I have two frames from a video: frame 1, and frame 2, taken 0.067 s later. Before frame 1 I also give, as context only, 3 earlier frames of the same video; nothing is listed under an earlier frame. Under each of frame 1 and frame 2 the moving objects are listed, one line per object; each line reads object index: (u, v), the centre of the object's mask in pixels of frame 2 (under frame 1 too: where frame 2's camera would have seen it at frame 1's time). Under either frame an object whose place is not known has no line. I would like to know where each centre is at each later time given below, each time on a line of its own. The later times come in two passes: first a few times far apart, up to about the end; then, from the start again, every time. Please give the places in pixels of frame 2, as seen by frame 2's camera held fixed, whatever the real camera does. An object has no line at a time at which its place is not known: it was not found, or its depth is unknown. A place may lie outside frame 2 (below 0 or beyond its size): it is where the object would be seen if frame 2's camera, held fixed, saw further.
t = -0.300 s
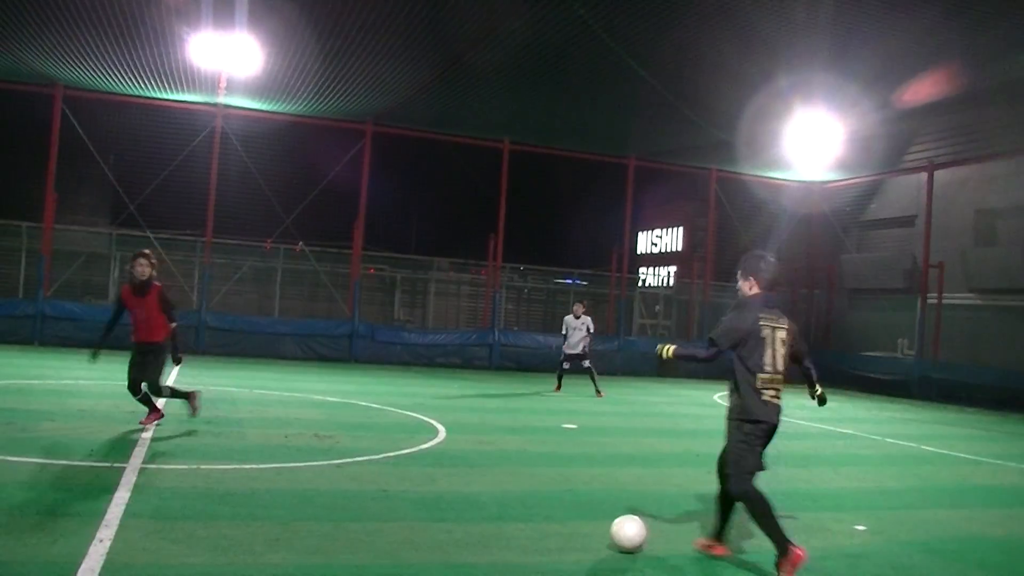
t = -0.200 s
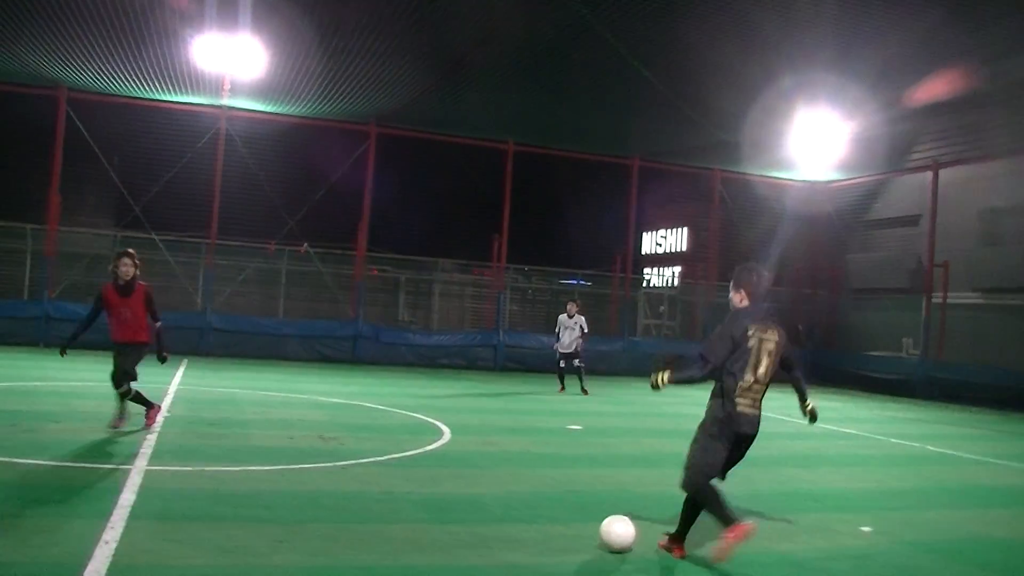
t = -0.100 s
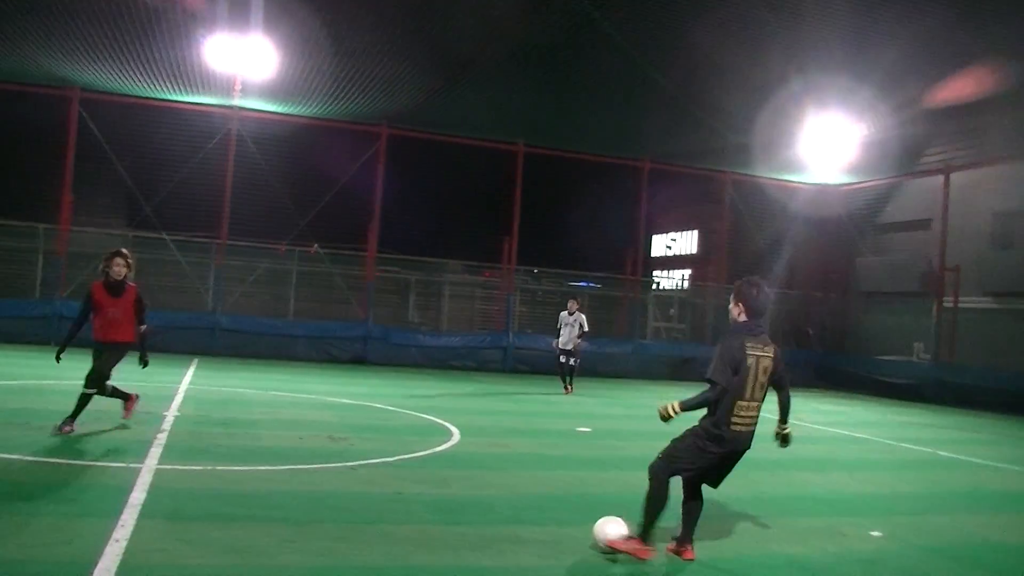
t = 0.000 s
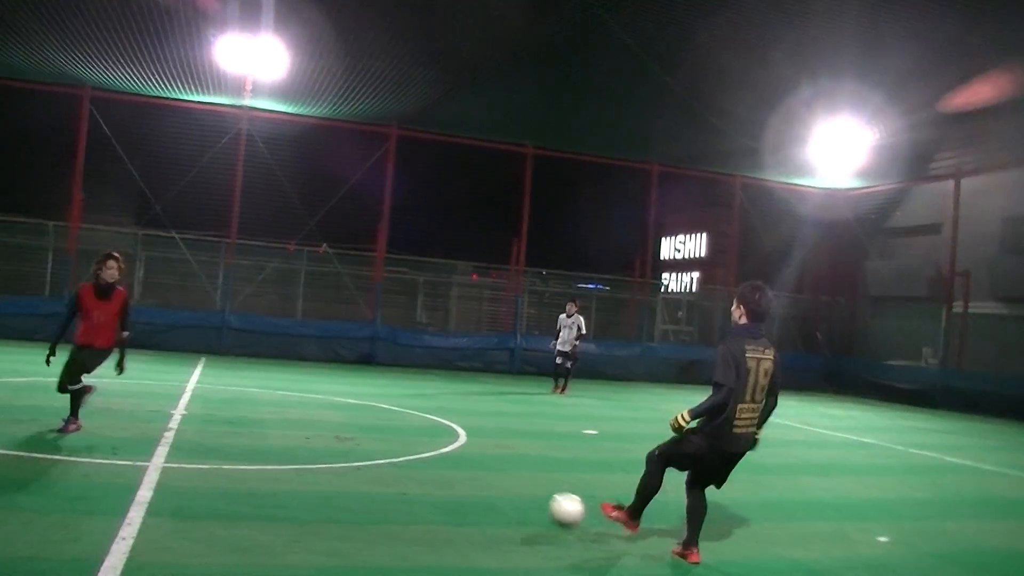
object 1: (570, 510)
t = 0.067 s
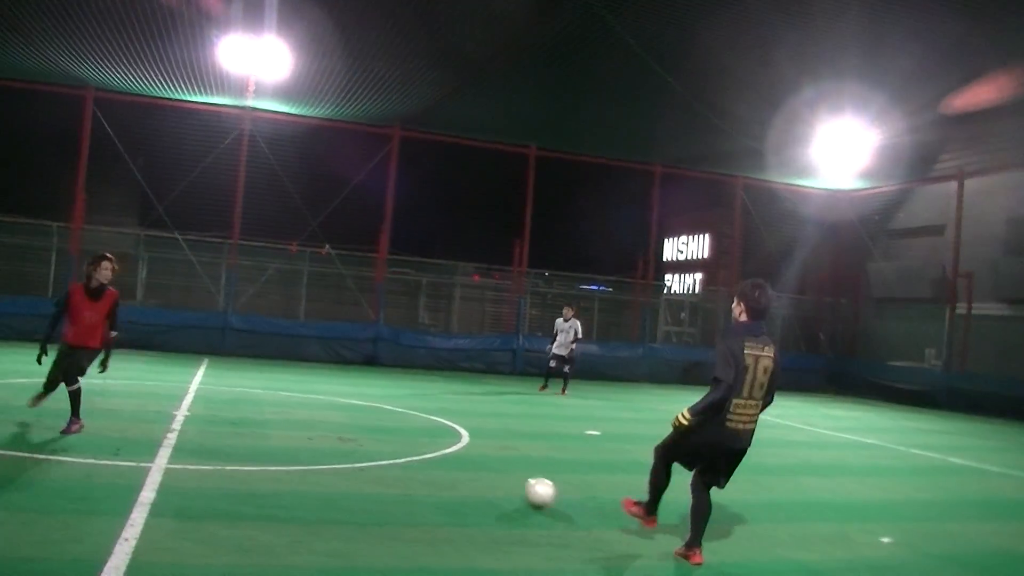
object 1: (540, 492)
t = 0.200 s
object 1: (495, 463)
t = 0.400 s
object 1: (449, 436)
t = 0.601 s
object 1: (420, 418)
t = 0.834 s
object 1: (398, 404)
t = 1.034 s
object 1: (383, 395)
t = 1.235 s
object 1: (370, 389)
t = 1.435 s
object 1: (360, 384)
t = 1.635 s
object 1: (351, 378)
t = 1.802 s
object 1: (346, 374)
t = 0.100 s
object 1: (527, 484)
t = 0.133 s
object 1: (515, 476)
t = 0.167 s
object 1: (504, 469)
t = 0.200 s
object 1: (495, 463)
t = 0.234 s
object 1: (486, 457)
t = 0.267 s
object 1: (477, 452)
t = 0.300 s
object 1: (469, 449)
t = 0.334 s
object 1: (462, 443)
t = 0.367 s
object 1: (455, 439)
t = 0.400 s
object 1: (449, 436)
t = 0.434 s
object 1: (443, 432)
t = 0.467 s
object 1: (438, 430)
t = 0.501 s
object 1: (433, 427)
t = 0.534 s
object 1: (428, 423)
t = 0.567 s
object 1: (424, 421)
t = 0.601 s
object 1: (420, 418)
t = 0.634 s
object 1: (416, 415)
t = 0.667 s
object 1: (412, 413)
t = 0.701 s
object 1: (409, 411)
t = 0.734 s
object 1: (406, 409)
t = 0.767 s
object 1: (403, 407)
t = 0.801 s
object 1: (401, 406)
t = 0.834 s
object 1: (398, 404)
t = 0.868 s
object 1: (395, 402)
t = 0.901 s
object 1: (392, 401)
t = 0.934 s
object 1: (391, 399)
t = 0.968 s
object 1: (388, 397)
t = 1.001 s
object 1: (385, 397)
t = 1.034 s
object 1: (383, 395)
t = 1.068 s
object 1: (381, 392)
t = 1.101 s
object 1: (378, 391)
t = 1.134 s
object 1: (376, 390)
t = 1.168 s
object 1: (374, 391)
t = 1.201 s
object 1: (373, 390)
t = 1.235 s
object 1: (370, 389)
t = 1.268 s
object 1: (368, 388)
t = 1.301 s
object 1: (366, 388)
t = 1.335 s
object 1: (365, 386)
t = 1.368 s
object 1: (363, 385)
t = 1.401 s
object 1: (362, 385)
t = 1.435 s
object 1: (360, 384)
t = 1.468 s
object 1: (358, 383)
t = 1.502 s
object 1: (357, 382)
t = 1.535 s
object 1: (355, 381)
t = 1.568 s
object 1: (353, 381)
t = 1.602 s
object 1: (352, 379)
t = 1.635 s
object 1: (351, 378)
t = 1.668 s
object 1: (350, 378)
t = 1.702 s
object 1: (349, 377)
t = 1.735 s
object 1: (348, 375)
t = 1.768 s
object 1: (347, 375)
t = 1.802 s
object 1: (346, 374)
